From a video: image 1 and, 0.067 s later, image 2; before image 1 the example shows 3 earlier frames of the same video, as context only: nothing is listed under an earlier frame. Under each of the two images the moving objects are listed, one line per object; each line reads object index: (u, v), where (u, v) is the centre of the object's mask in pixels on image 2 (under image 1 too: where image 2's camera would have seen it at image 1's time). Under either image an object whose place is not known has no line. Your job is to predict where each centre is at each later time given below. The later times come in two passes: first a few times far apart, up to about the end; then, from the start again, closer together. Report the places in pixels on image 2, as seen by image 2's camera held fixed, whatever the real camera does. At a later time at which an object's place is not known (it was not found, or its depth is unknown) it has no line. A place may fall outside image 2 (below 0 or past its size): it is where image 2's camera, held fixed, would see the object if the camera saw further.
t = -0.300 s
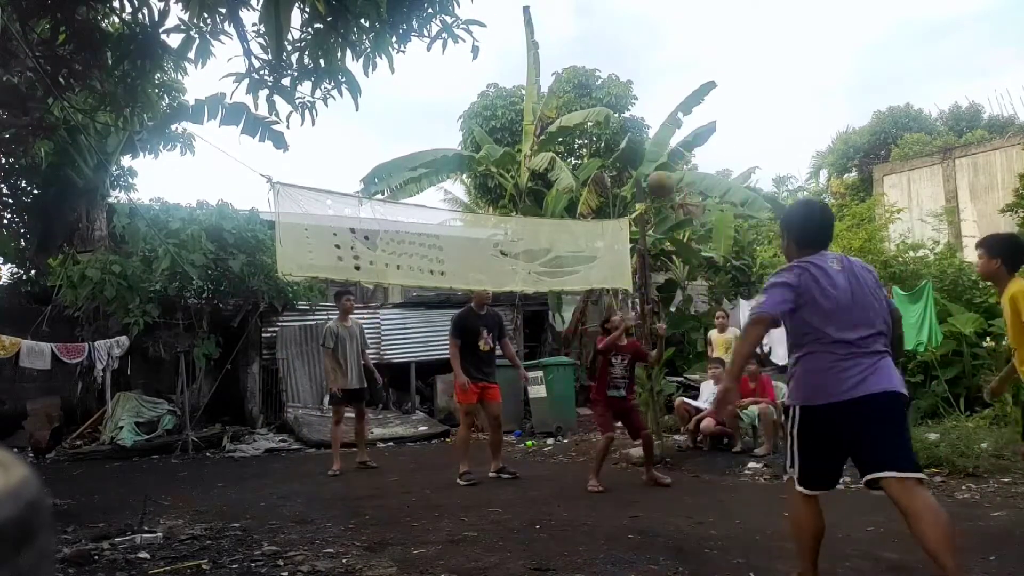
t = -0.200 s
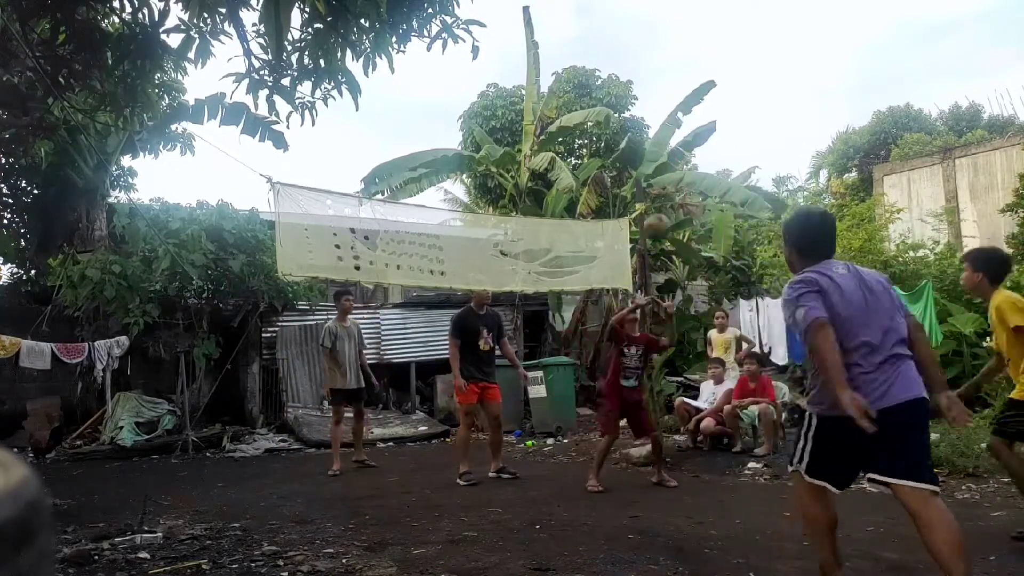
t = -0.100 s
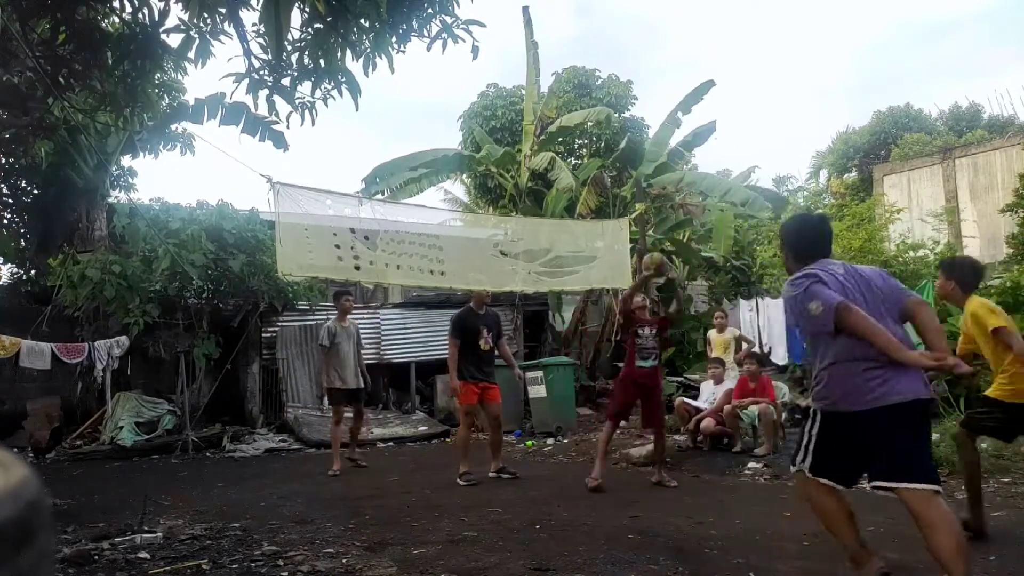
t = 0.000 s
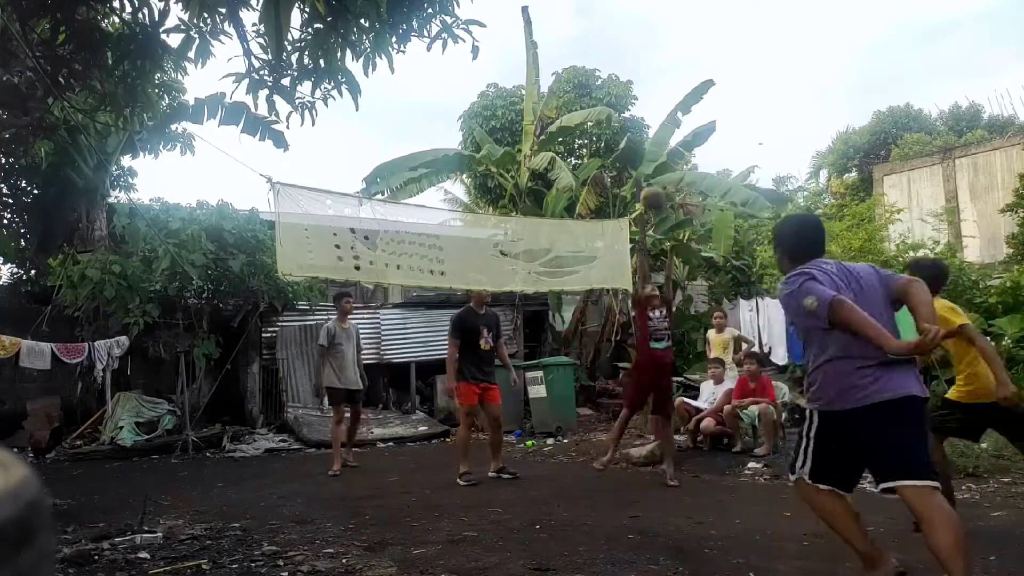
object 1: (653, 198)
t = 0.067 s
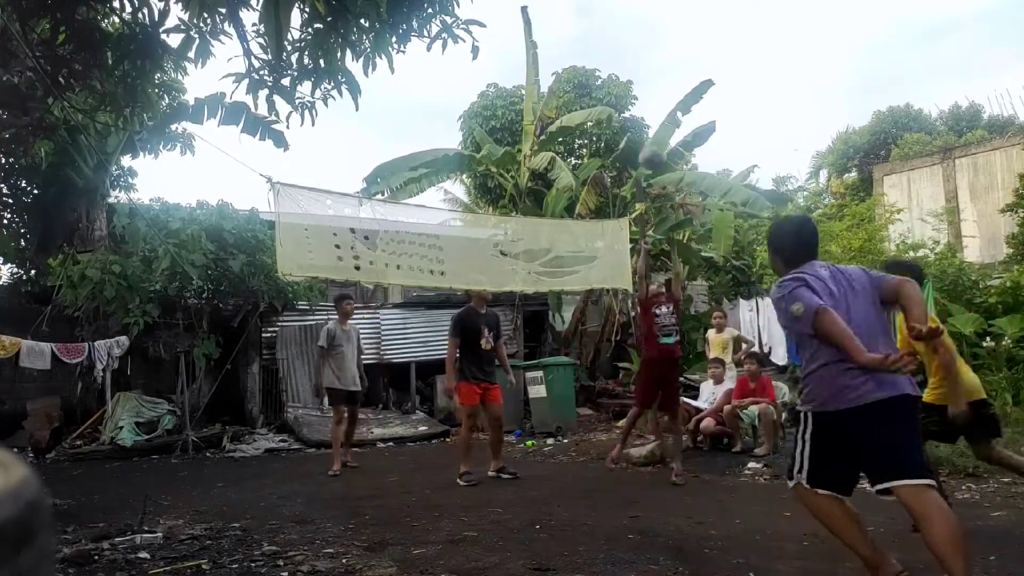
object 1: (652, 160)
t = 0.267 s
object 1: (650, 76)
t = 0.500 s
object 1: (652, 42)
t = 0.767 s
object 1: (656, 71)
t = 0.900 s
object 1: (659, 109)
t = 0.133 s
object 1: (650, 124)
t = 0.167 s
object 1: (650, 110)
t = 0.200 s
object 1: (650, 97)
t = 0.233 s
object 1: (650, 86)
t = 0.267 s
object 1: (650, 76)
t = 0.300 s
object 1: (650, 67)
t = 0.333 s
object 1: (650, 60)
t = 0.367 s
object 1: (650, 54)
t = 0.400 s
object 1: (651, 49)
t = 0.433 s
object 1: (651, 46)
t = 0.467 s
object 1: (651, 43)
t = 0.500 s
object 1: (652, 42)
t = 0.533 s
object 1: (652, 42)
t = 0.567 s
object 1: (653, 43)
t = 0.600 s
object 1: (653, 45)
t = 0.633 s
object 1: (654, 48)
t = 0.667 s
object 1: (654, 52)
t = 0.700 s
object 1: (655, 58)
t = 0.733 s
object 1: (655, 64)
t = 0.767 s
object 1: (656, 71)
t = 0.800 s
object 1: (657, 79)
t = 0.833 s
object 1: (658, 88)
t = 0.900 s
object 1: (659, 109)
